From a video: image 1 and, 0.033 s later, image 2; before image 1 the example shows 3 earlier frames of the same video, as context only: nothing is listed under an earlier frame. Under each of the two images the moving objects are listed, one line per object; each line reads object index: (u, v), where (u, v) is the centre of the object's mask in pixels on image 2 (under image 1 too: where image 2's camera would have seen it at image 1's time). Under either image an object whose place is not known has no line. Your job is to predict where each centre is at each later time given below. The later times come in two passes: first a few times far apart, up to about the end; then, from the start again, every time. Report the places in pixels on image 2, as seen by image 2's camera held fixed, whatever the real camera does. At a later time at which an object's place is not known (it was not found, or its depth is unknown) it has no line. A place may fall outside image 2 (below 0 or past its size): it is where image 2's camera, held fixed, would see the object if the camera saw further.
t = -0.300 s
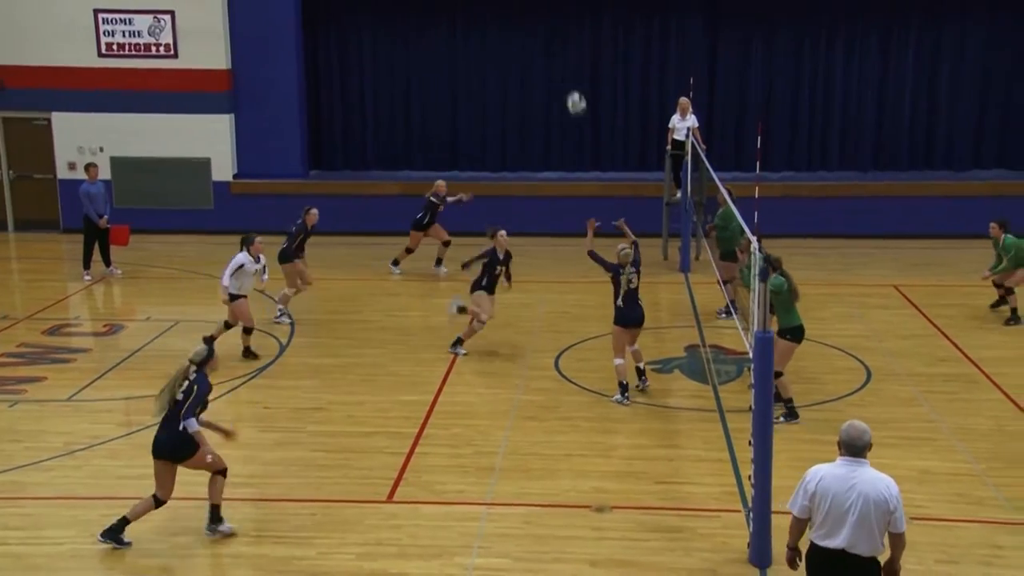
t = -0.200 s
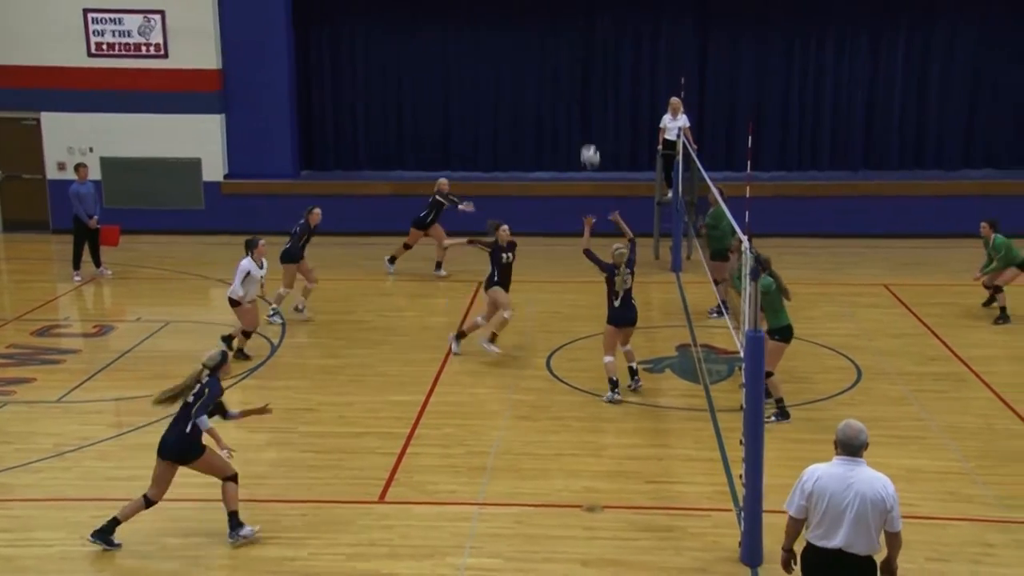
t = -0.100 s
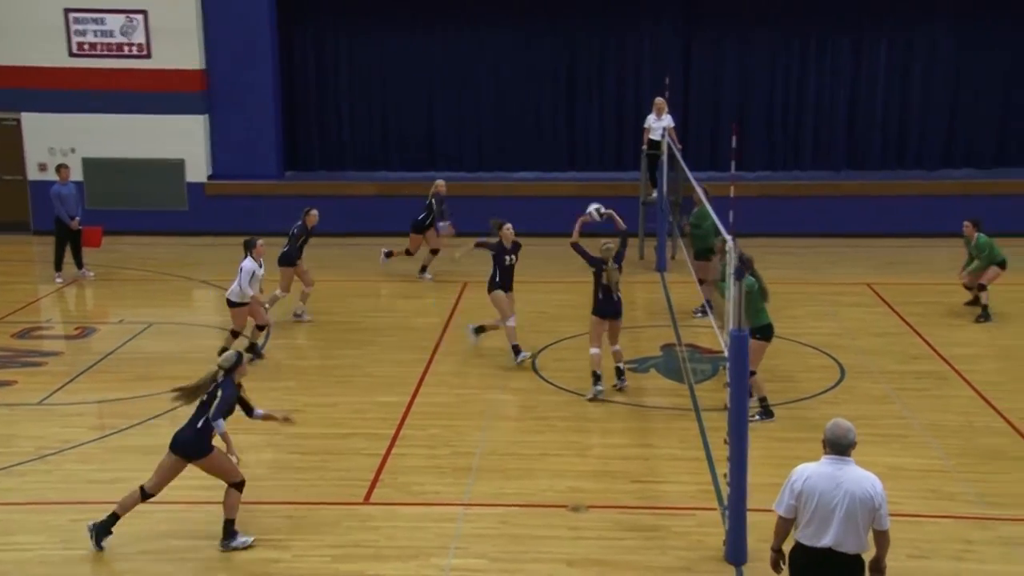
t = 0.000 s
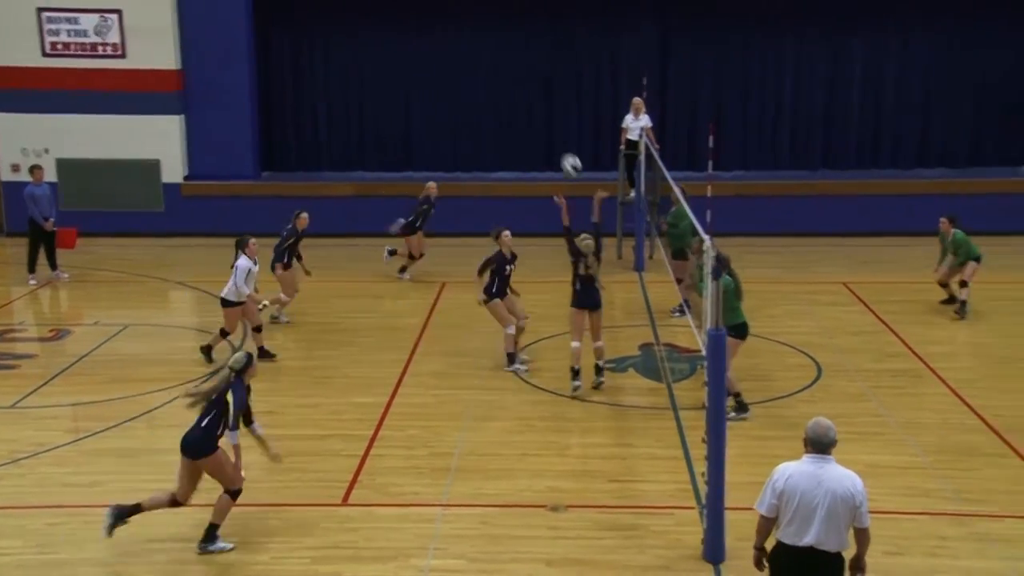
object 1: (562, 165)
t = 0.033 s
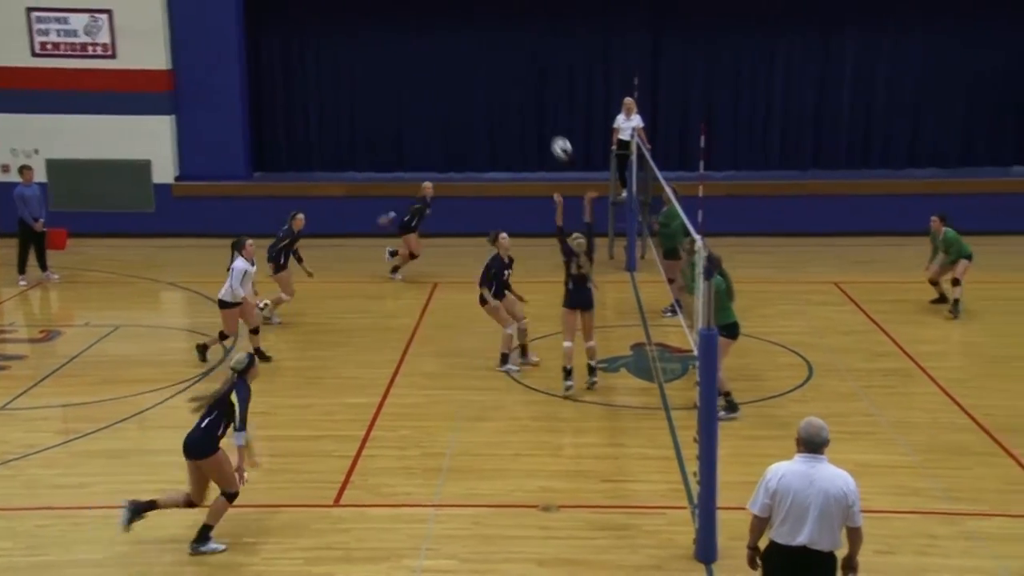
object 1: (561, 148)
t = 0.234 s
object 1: (551, 64)
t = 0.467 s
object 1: (535, 11)
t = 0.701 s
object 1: (521, 14)
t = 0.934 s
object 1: (509, 79)
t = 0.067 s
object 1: (560, 132)
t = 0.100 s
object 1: (558, 116)
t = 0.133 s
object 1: (556, 102)
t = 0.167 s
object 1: (555, 88)
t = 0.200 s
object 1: (553, 75)
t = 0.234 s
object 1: (551, 64)
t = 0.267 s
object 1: (549, 53)
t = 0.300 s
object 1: (548, 44)
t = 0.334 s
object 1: (545, 35)
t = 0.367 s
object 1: (543, 27)
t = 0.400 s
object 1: (540, 21)
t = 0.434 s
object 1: (537, 16)
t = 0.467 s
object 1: (535, 11)
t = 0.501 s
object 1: (533, 8)
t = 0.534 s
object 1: (531, 6)
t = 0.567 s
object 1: (529, 5)
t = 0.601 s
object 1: (526, 6)
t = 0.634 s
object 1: (525, 7)
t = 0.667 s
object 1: (523, 10)
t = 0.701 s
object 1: (521, 14)
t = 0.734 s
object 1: (520, 20)
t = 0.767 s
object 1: (518, 26)
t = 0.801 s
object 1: (516, 34)
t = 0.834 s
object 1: (515, 43)
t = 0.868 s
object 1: (513, 54)
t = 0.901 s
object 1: (511, 66)
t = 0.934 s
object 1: (509, 79)
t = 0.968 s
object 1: (507, 94)
